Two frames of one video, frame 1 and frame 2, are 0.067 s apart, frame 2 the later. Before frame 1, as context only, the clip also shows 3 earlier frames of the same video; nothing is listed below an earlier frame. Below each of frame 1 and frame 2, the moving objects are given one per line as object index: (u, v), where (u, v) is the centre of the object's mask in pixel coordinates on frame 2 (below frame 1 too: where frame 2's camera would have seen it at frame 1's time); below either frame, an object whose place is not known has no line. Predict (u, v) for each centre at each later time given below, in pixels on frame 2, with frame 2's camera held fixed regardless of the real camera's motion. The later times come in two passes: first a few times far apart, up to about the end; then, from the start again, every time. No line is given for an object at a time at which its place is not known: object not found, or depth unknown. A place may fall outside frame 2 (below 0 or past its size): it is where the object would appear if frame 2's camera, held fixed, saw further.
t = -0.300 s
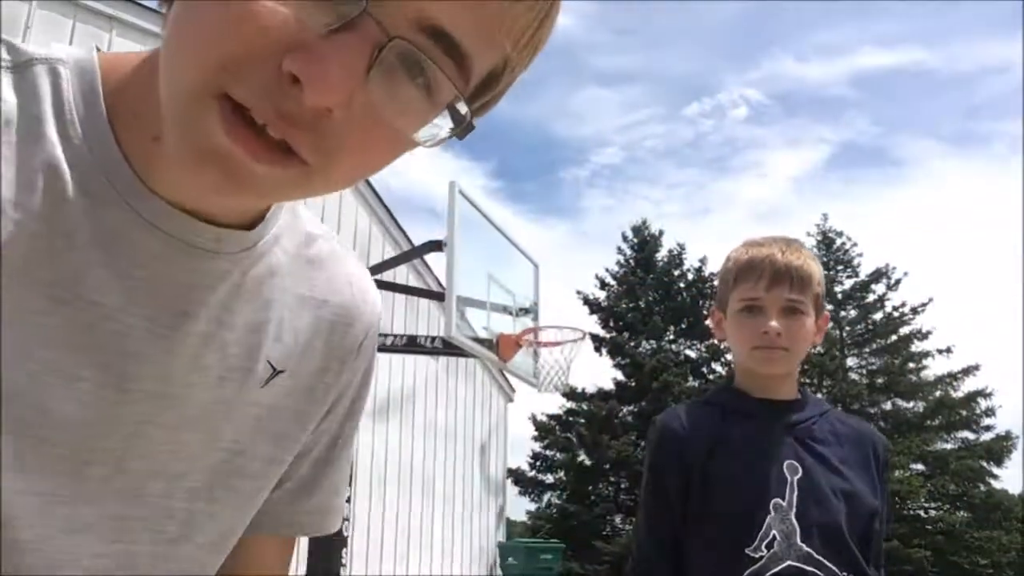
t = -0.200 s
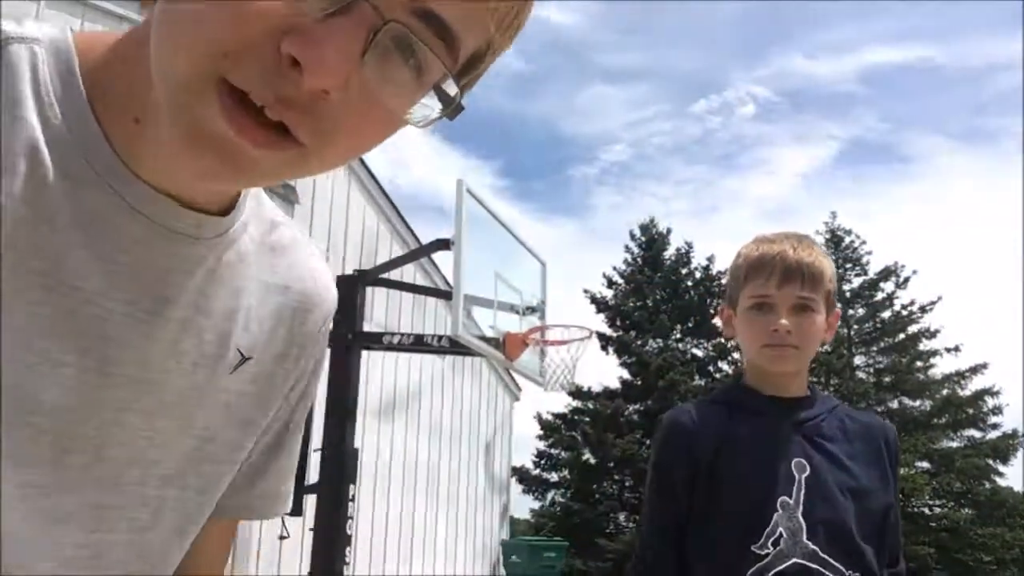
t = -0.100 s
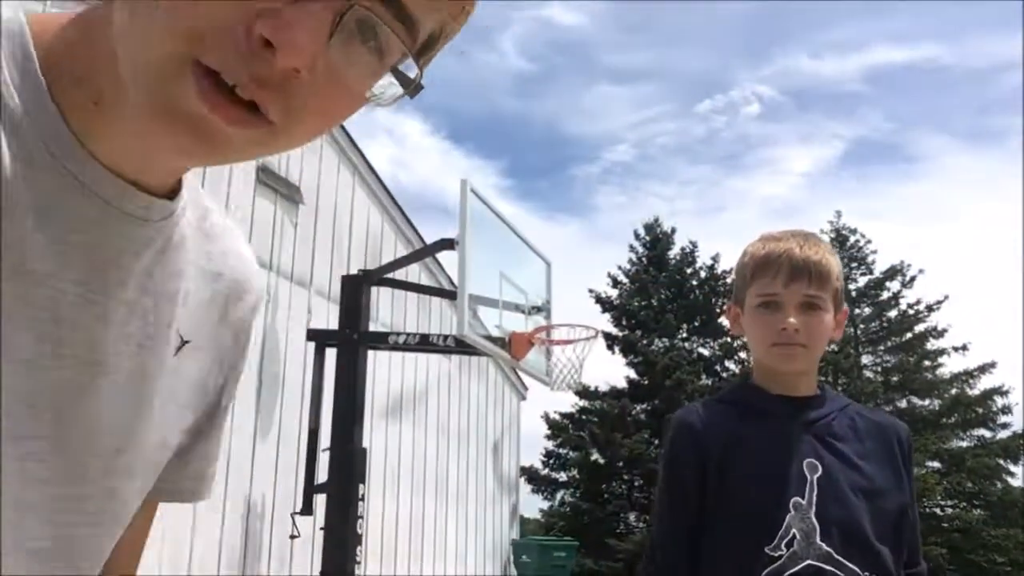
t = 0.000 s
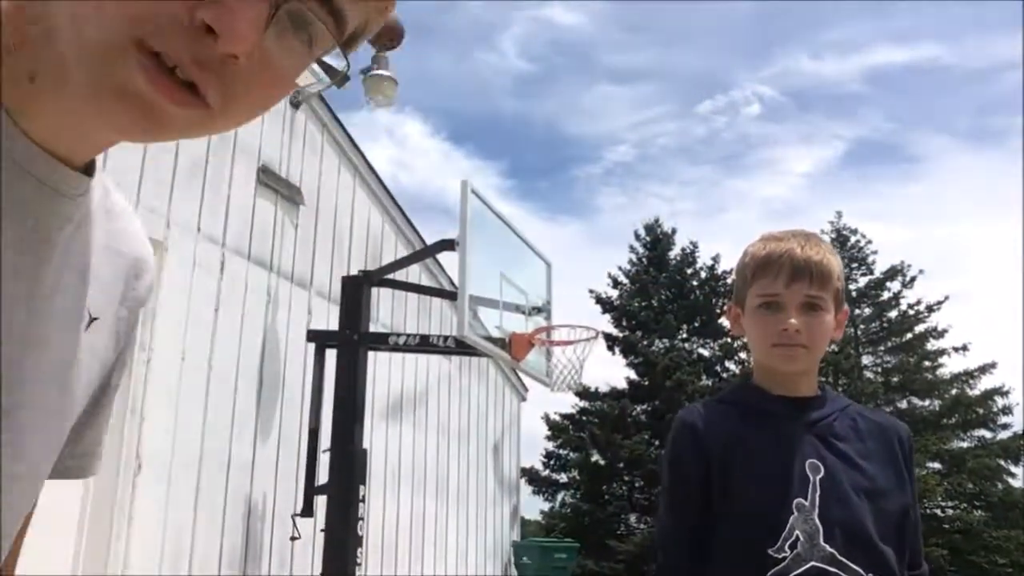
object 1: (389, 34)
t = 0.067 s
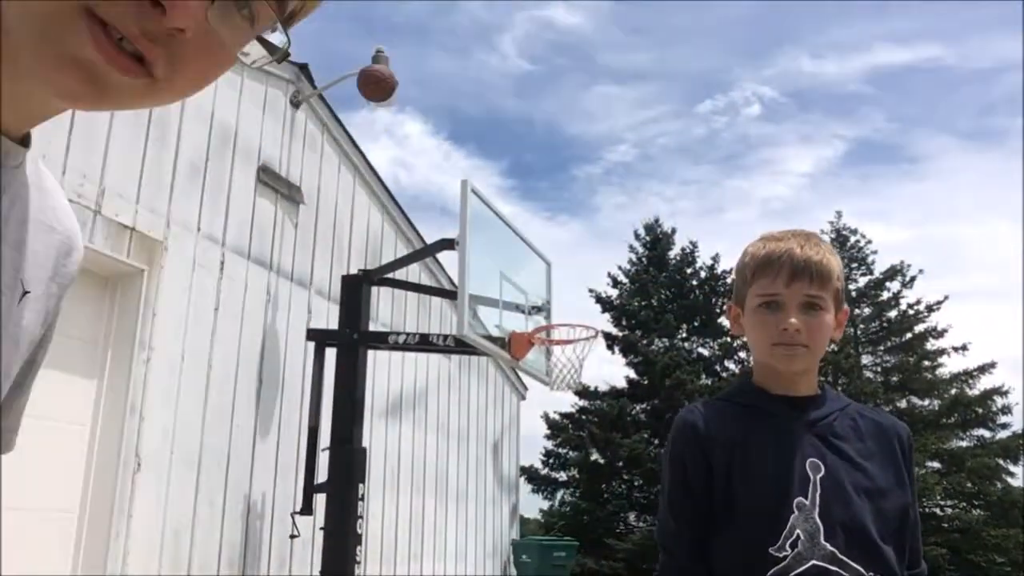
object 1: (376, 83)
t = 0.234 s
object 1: (357, 226)
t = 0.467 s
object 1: (329, 463)
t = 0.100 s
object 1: (372, 111)
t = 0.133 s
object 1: (369, 137)
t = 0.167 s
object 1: (365, 167)
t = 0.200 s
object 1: (360, 196)
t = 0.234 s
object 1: (357, 226)
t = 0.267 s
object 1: (353, 257)
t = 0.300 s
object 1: (348, 289)
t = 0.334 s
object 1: (345, 323)
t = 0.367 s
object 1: (340, 355)
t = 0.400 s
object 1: (337, 390)
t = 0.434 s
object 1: (333, 426)
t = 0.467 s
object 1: (329, 463)
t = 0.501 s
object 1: (325, 500)
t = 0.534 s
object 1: (317, 538)
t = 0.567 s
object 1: (318, 571)
